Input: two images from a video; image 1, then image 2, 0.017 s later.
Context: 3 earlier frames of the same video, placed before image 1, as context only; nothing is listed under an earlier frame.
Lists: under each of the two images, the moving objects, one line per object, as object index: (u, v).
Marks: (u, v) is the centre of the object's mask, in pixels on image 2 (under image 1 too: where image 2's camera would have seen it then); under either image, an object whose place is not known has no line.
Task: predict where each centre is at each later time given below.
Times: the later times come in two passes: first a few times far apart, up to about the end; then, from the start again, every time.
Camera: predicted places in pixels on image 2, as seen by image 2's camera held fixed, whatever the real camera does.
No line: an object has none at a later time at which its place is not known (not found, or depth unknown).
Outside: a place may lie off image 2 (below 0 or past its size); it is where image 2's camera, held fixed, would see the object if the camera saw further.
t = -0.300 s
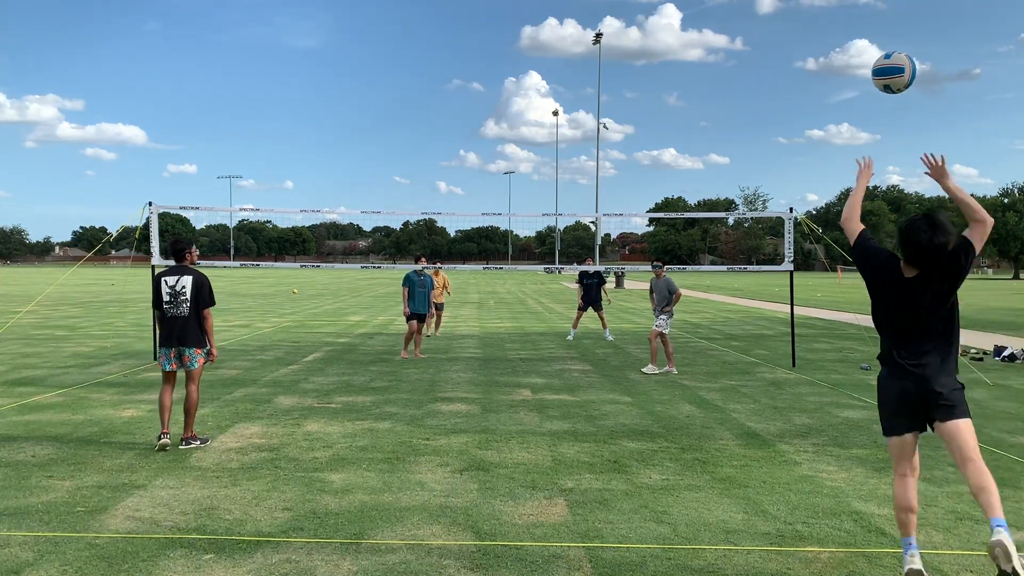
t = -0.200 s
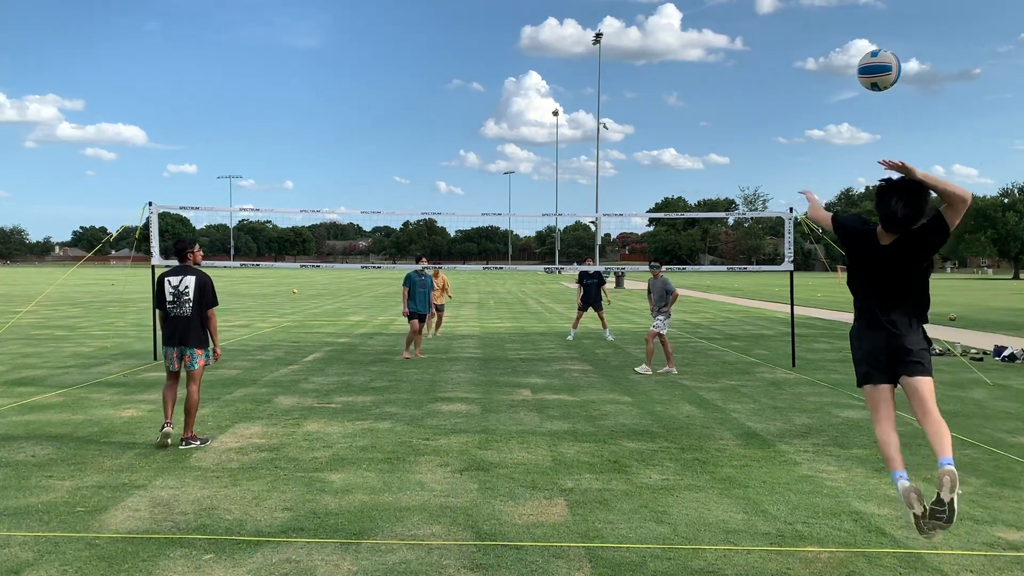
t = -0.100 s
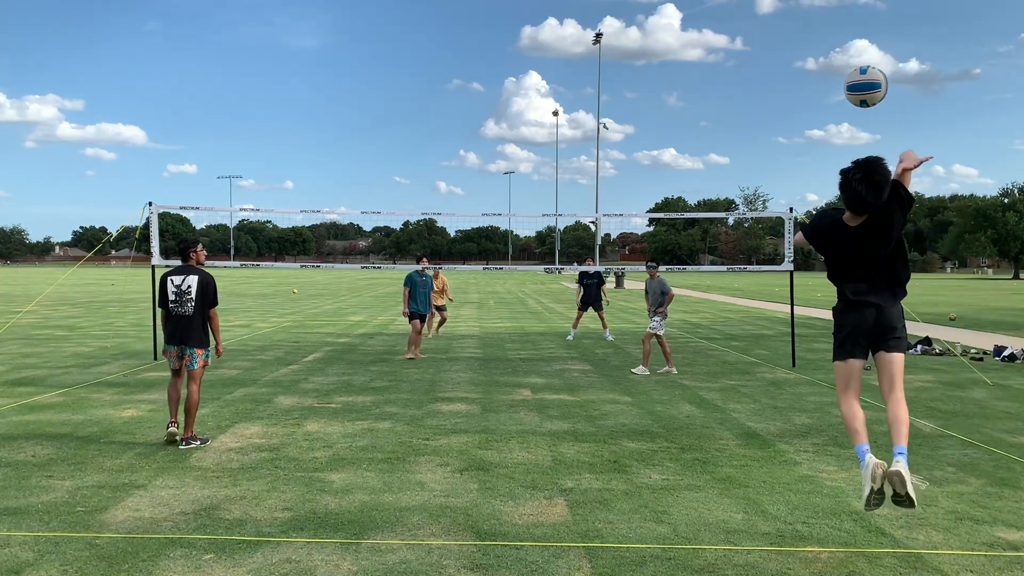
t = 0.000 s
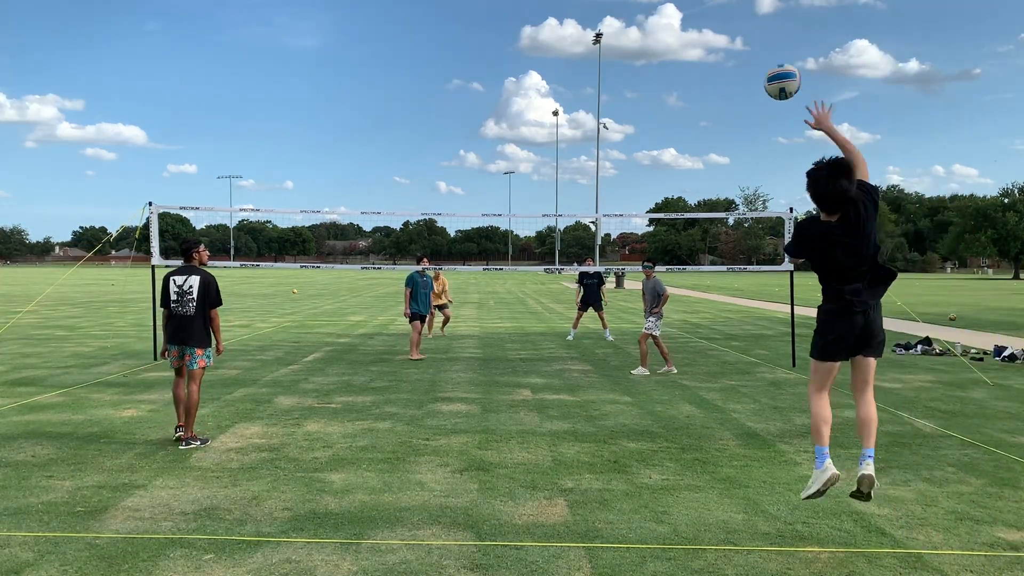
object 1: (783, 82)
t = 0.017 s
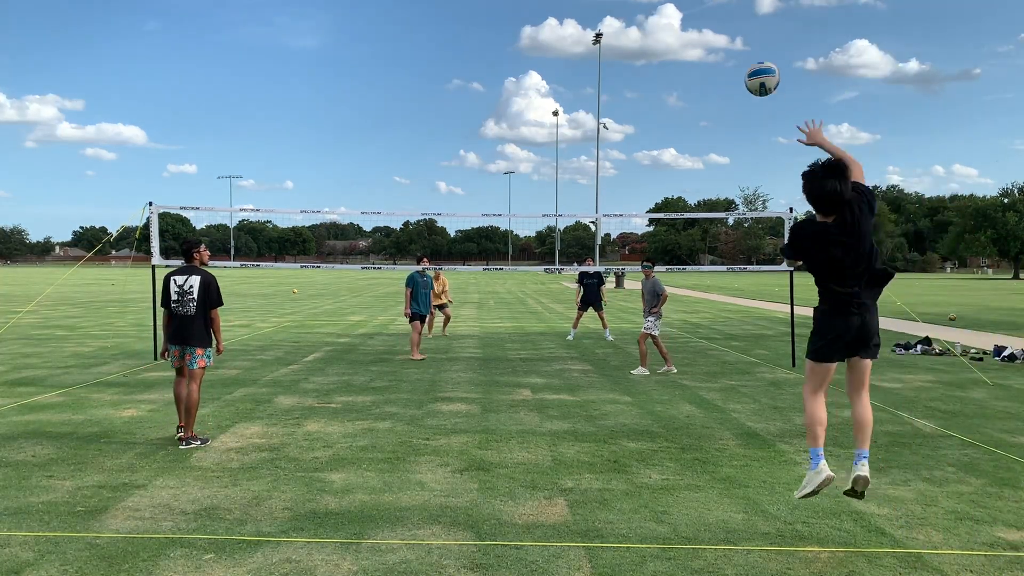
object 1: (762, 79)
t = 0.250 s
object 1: (594, 88)
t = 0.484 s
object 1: (519, 147)
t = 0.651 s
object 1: (487, 200)
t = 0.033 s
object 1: (744, 77)
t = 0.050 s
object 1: (727, 75)
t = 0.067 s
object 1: (711, 74)
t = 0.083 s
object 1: (696, 73)
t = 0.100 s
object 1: (682, 73)
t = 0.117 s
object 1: (670, 73)
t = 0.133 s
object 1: (658, 73)
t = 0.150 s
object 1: (647, 74)
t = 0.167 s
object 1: (636, 76)
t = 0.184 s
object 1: (627, 77)
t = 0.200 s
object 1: (618, 80)
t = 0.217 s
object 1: (609, 82)
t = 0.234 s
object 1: (601, 85)
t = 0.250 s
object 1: (594, 88)
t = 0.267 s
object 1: (587, 91)
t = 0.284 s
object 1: (580, 95)
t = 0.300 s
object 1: (574, 99)
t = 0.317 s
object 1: (568, 102)
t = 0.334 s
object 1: (562, 106)
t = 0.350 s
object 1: (556, 110)
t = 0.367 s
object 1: (551, 114)
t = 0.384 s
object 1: (546, 118)
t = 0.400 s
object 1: (541, 123)
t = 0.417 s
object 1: (536, 127)
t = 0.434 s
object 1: (532, 132)
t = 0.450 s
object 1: (527, 137)
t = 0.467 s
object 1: (523, 142)
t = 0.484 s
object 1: (519, 147)
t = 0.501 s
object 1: (515, 152)
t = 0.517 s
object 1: (511, 157)
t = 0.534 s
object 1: (507, 163)
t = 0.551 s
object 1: (504, 168)
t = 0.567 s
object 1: (500, 173)
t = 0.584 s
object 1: (497, 179)
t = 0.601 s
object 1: (494, 184)
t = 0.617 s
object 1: (492, 189)
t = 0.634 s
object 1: (489, 195)
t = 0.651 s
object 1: (487, 200)
